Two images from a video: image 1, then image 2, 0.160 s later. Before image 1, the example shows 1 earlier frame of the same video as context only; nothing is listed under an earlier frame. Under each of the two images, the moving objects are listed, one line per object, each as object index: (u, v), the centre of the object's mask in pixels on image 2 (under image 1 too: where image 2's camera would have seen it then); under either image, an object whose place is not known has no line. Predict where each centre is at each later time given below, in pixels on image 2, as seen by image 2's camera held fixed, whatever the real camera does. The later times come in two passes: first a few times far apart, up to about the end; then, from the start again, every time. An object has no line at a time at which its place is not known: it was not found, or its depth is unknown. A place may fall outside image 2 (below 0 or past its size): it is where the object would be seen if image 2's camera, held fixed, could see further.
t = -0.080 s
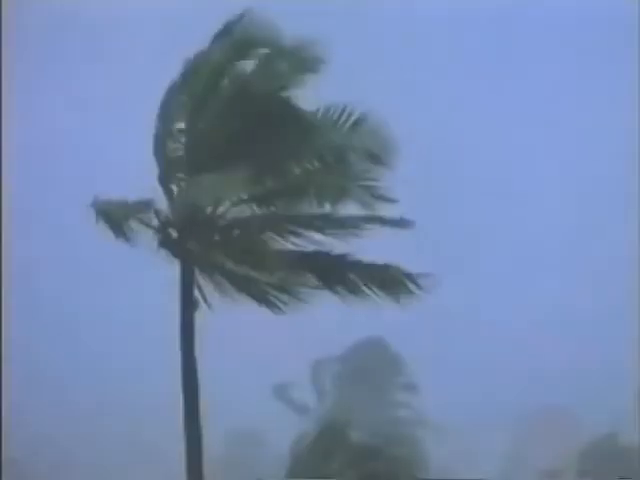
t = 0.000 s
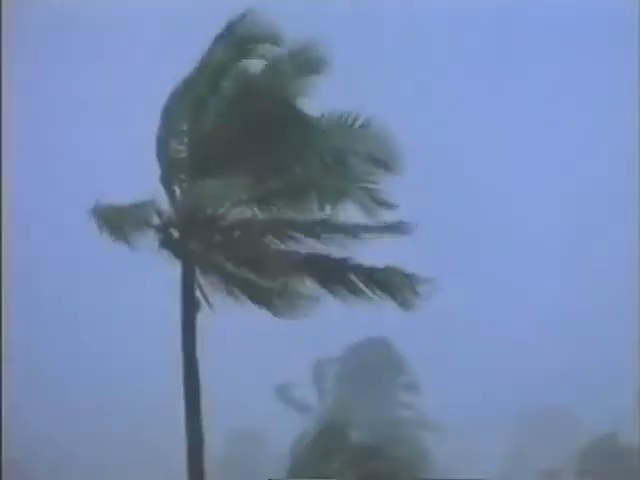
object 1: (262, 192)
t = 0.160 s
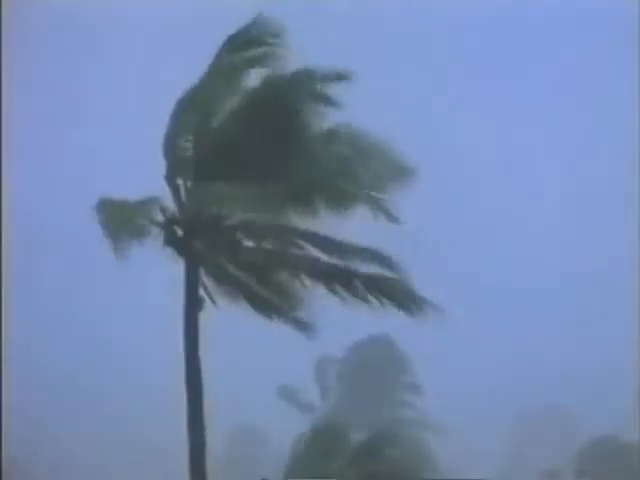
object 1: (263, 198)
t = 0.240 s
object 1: (269, 201)
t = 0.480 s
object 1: (287, 202)
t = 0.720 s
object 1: (296, 199)
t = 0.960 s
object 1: (288, 190)
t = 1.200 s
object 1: (274, 194)
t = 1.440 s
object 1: (263, 195)
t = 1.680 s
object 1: (257, 195)
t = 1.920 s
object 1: (253, 188)
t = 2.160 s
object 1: (255, 189)
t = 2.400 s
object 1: (262, 194)
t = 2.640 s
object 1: (270, 197)
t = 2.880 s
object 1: (278, 200)
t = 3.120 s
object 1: (274, 197)
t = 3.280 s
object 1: (271, 184)
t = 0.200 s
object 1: (265, 199)
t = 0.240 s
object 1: (269, 201)
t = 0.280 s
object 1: (271, 200)
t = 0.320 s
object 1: (274, 199)
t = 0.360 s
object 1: (277, 200)
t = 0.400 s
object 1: (281, 201)
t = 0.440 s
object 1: (285, 202)
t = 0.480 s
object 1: (287, 202)
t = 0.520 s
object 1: (290, 202)
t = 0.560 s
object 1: (292, 202)
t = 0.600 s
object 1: (294, 202)
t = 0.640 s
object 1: (296, 201)
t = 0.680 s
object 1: (297, 200)
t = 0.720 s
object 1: (296, 199)
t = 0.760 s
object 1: (296, 197)
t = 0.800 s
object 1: (295, 195)
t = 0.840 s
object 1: (293, 194)
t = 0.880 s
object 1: (291, 192)
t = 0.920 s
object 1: (290, 191)
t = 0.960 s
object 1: (288, 190)
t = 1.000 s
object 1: (286, 190)
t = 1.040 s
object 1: (284, 190)
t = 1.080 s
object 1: (283, 191)
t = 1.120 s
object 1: (280, 191)
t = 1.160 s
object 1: (277, 193)
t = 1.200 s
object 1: (274, 194)
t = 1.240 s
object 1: (272, 196)
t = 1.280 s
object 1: (270, 196)
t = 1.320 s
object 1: (268, 196)
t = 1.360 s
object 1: (266, 196)
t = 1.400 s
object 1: (264, 195)
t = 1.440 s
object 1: (263, 195)
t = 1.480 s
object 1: (261, 194)
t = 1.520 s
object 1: (260, 193)
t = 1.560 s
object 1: (260, 194)
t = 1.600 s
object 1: (259, 194)
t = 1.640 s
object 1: (258, 195)
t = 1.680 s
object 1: (257, 195)
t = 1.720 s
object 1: (256, 193)
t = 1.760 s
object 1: (255, 192)
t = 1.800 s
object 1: (254, 191)
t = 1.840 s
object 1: (253, 189)
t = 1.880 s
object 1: (253, 189)
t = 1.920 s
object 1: (253, 188)
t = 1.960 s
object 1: (252, 188)
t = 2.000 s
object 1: (252, 189)
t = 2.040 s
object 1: (252, 189)
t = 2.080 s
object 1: (253, 188)
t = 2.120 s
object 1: (254, 188)
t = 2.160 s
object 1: (255, 189)
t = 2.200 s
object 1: (256, 189)
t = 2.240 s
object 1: (257, 190)
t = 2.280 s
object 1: (257, 191)
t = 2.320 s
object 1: (258, 192)
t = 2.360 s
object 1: (260, 194)
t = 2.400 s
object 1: (262, 194)
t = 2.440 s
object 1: (264, 195)
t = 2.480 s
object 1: (265, 195)
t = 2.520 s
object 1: (267, 196)
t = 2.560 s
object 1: (269, 197)
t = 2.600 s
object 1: (269, 197)
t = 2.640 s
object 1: (270, 197)
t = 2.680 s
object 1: (271, 197)
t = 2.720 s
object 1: (273, 197)
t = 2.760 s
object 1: (274, 197)
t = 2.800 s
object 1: (275, 198)
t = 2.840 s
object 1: (277, 199)
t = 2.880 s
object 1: (278, 200)
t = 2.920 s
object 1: (277, 201)
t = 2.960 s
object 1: (277, 202)
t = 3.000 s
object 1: (277, 202)
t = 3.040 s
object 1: (276, 202)
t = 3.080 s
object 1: (275, 200)
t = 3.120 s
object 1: (274, 197)
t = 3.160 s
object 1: (274, 195)
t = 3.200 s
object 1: (272, 190)
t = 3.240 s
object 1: (272, 187)
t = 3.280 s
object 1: (271, 184)
